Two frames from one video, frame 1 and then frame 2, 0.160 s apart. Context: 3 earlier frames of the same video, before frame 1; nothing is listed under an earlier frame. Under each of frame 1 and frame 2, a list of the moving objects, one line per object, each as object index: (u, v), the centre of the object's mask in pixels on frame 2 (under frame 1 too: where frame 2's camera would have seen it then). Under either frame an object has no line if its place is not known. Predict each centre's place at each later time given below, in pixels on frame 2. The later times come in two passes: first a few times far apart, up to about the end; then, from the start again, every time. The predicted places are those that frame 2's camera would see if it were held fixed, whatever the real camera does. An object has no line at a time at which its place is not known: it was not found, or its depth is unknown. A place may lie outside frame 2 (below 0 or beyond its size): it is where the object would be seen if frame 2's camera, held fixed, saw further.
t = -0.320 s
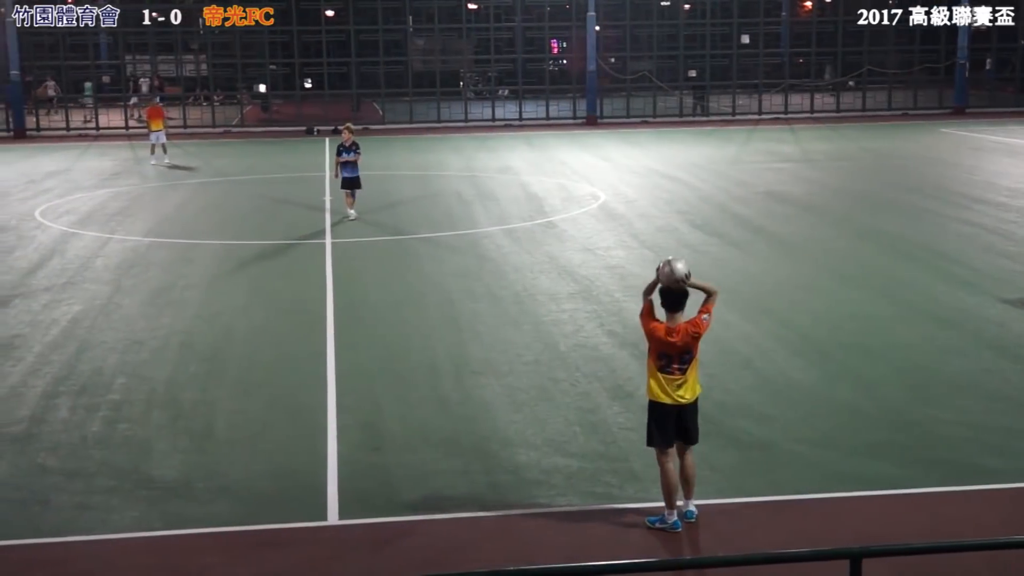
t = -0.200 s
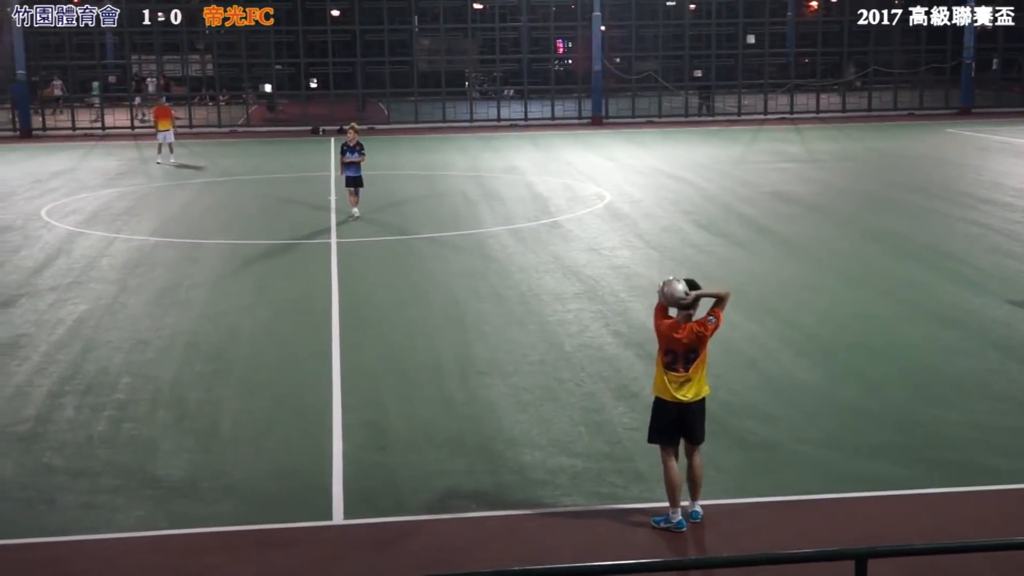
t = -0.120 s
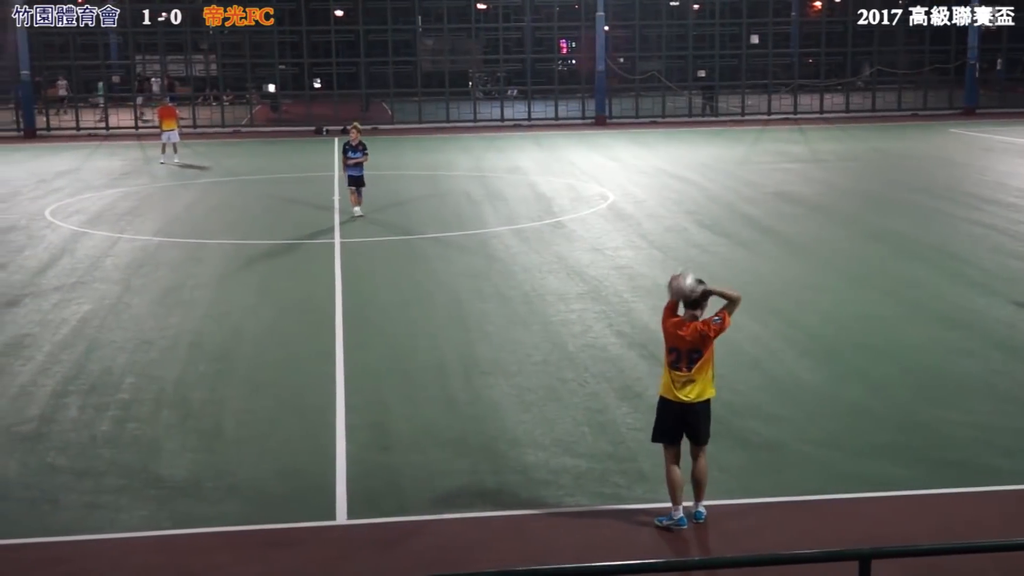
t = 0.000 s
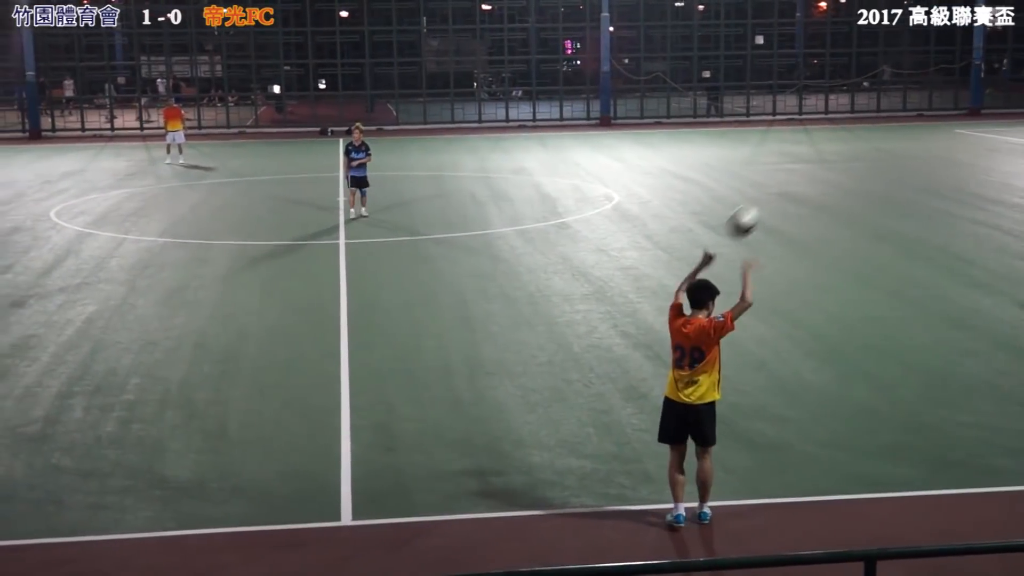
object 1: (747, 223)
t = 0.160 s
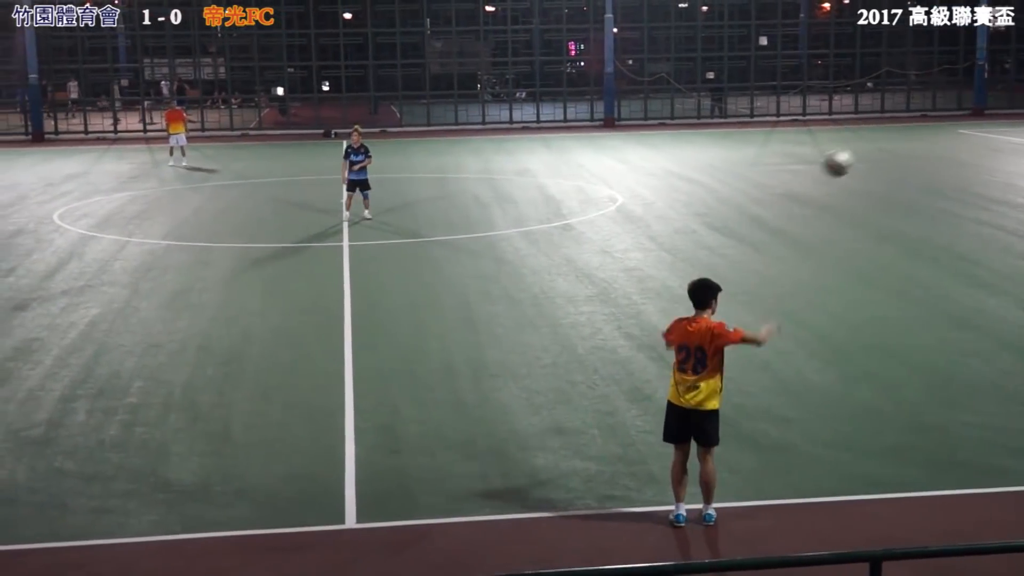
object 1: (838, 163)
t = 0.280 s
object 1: (894, 144)
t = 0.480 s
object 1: (980, 151)
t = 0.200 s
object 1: (857, 154)
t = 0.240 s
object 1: (876, 148)
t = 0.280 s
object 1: (894, 144)
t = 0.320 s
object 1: (912, 141)
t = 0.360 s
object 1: (929, 141)
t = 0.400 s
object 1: (946, 143)
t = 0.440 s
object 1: (963, 146)
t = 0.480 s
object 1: (980, 151)
